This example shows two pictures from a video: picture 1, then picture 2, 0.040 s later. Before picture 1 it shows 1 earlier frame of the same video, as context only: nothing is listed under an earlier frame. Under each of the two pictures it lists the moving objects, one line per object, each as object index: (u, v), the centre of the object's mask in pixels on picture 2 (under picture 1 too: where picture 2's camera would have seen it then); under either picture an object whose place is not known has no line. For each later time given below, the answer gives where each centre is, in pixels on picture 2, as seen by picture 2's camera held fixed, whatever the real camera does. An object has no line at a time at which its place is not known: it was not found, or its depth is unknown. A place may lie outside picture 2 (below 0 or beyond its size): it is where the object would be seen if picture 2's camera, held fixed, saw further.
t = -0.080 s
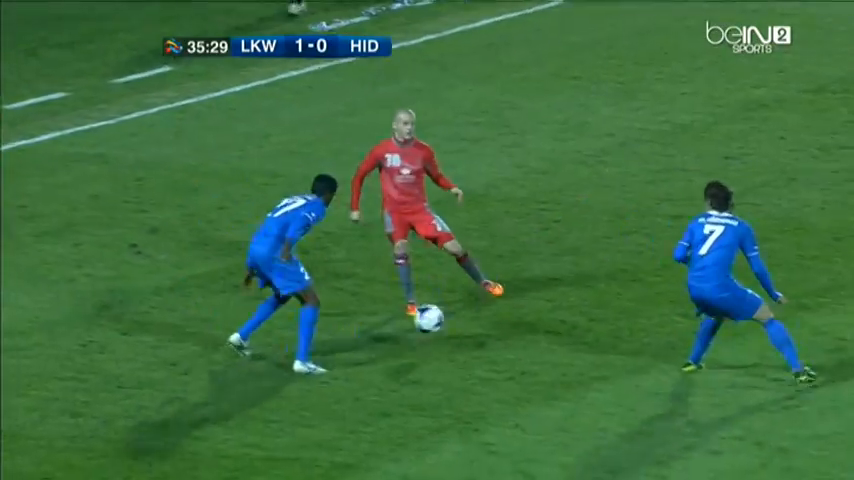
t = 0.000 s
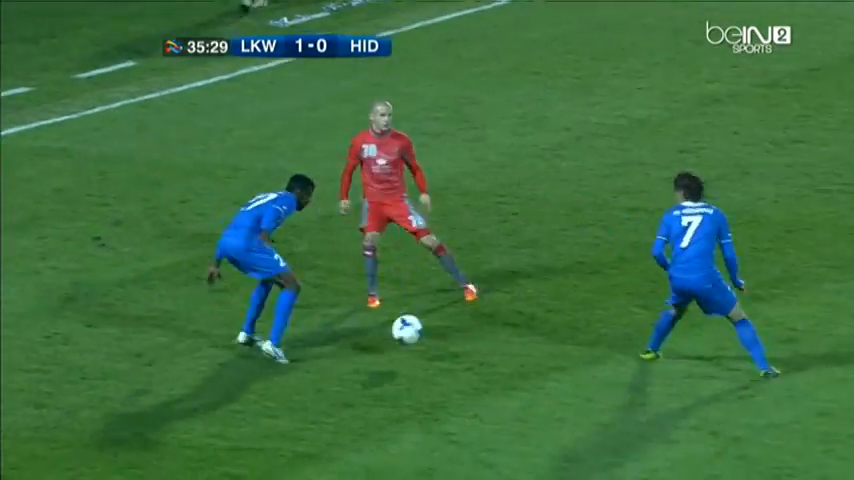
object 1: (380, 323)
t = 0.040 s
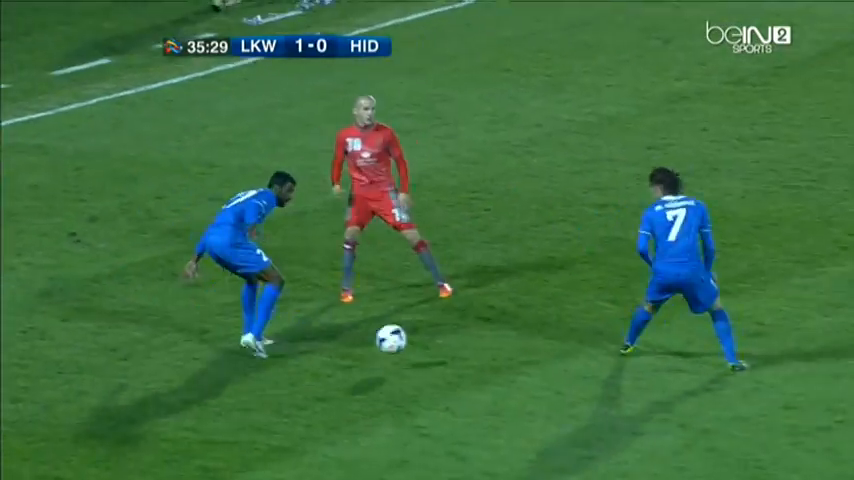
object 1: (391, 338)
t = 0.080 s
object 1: (401, 355)
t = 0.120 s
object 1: (412, 375)
